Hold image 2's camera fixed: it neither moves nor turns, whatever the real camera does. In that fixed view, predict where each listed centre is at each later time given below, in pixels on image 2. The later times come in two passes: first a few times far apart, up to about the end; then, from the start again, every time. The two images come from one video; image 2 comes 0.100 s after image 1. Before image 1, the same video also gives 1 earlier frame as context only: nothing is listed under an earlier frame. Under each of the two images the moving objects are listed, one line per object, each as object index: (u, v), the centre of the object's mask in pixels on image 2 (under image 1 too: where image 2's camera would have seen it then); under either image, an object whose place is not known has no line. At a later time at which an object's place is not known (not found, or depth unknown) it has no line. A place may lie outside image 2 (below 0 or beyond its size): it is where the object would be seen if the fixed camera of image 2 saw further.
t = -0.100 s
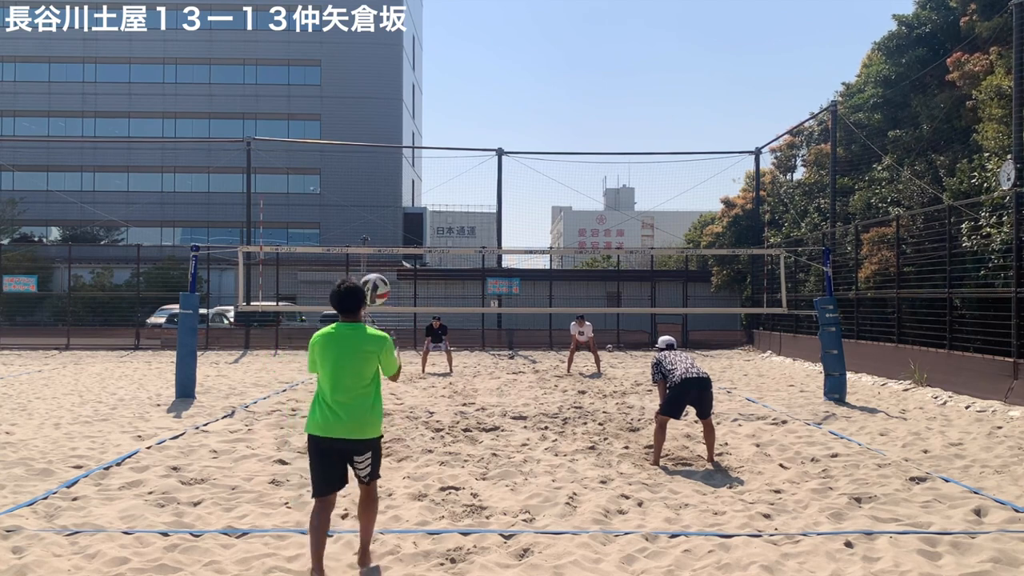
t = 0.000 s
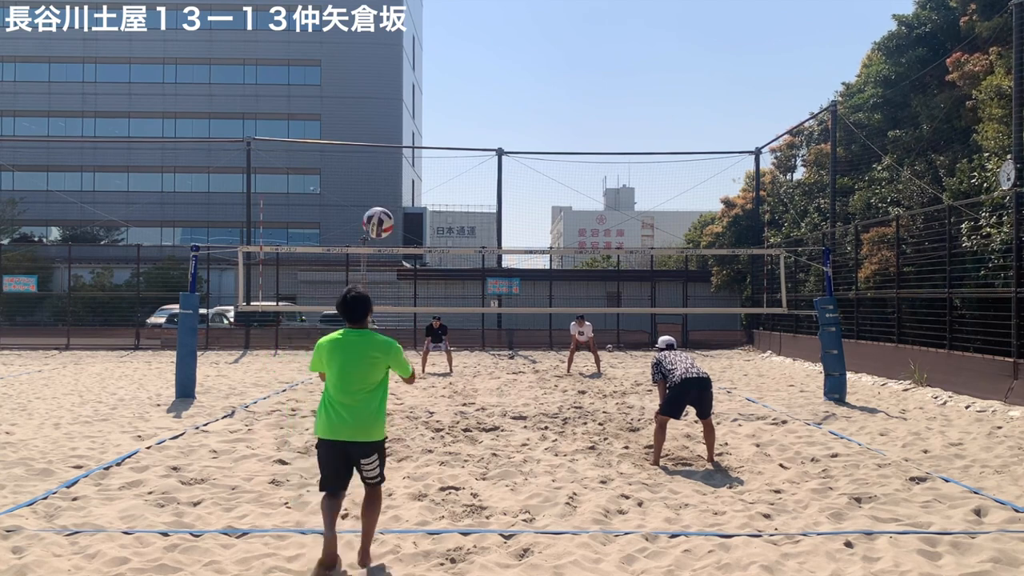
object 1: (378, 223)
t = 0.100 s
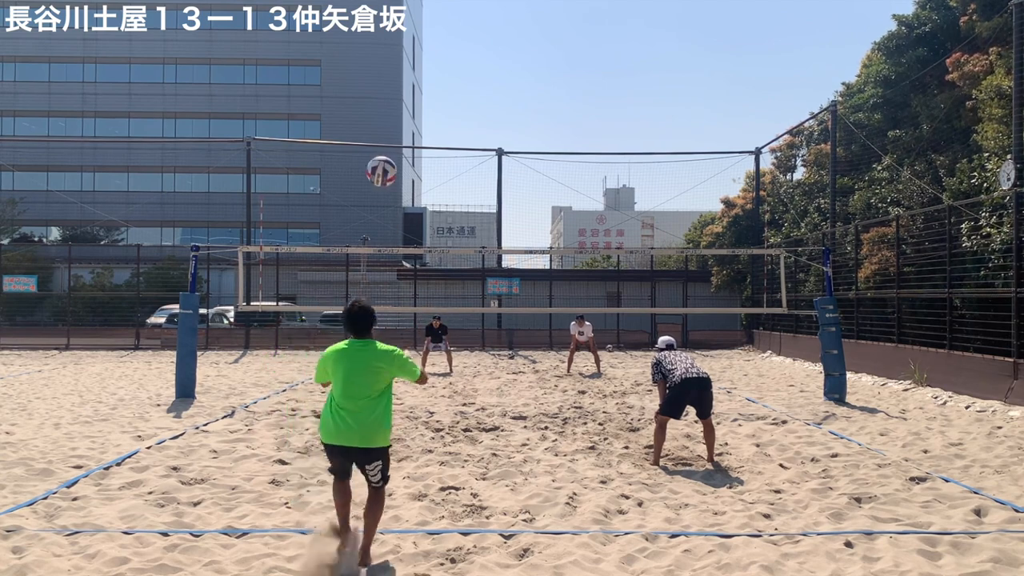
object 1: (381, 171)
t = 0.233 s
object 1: (385, 127)
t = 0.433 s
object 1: (391, 106)
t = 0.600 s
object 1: (396, 129)
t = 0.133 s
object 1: (382, 158)
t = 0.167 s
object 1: (383, 146)
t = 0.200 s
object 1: (384, 135)
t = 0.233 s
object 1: (385, 127)
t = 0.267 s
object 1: (386, 119)
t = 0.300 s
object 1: (388, 114)
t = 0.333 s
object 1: (389, 110)
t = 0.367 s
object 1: (390, 107)
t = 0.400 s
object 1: (390, 106)
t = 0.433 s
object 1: (391, 106)
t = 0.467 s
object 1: (392, 108)
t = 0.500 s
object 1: (393, 111)
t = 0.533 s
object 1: (394, 116)
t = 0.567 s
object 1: (395, 122)
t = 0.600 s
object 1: (396, 129)
